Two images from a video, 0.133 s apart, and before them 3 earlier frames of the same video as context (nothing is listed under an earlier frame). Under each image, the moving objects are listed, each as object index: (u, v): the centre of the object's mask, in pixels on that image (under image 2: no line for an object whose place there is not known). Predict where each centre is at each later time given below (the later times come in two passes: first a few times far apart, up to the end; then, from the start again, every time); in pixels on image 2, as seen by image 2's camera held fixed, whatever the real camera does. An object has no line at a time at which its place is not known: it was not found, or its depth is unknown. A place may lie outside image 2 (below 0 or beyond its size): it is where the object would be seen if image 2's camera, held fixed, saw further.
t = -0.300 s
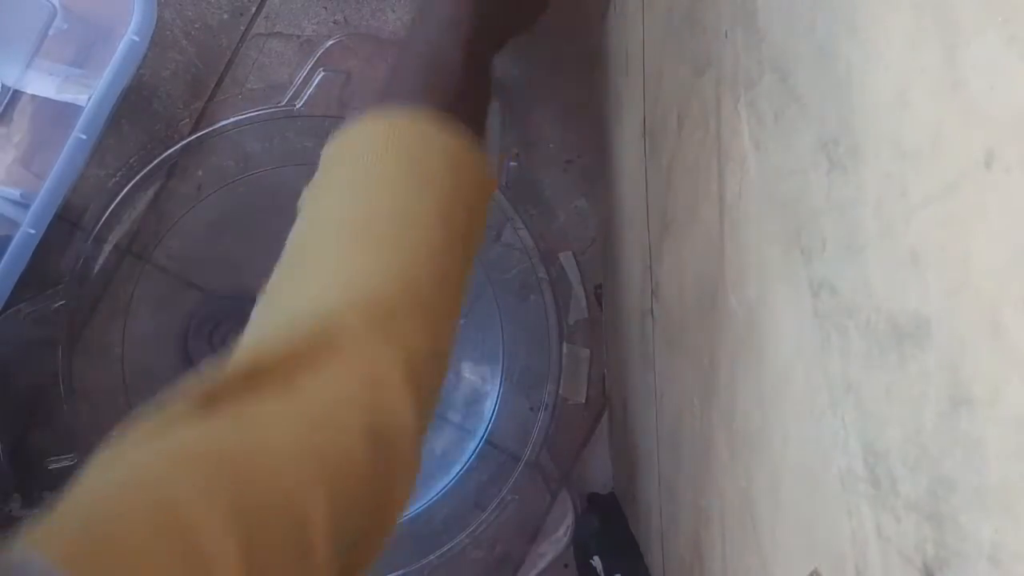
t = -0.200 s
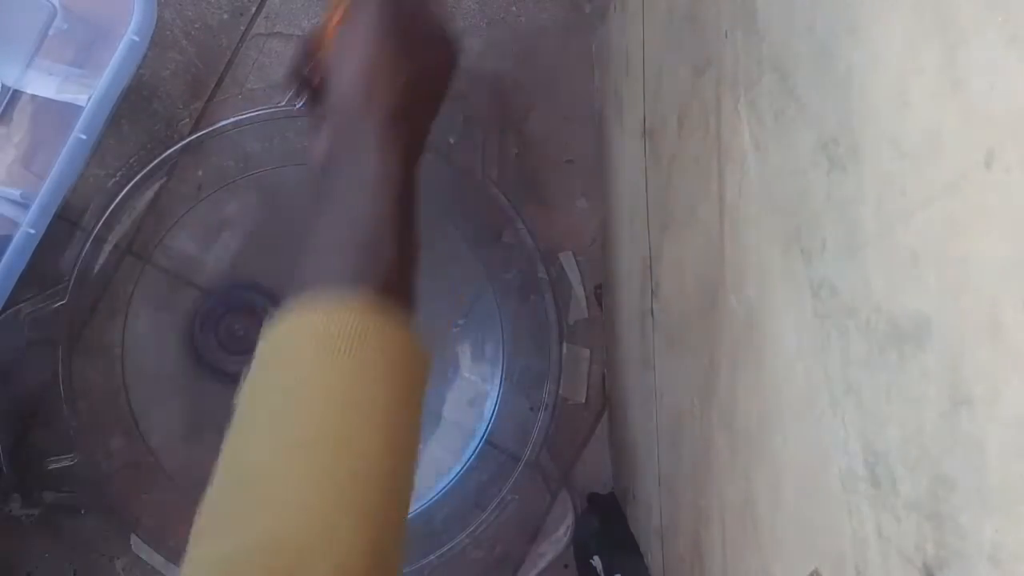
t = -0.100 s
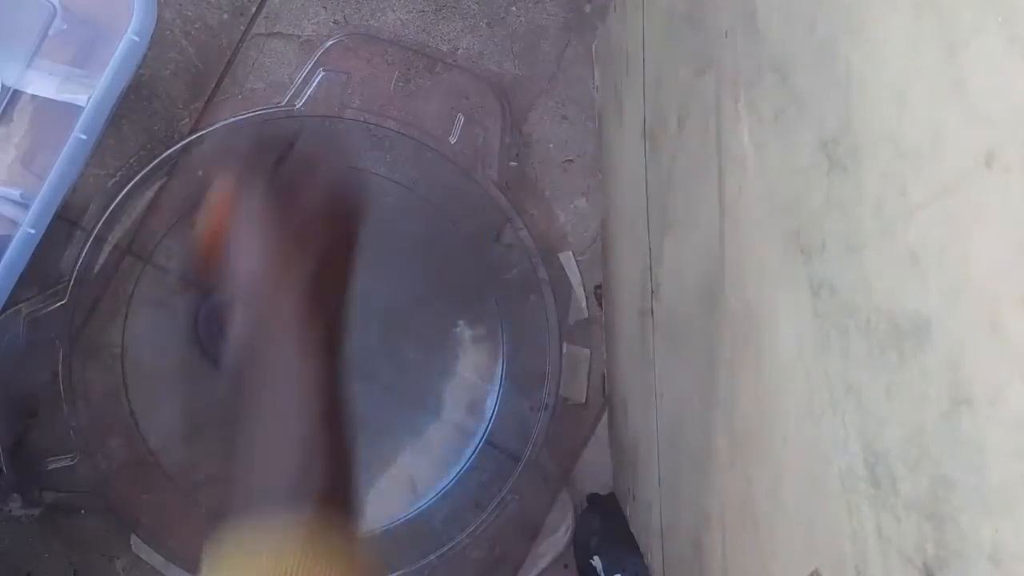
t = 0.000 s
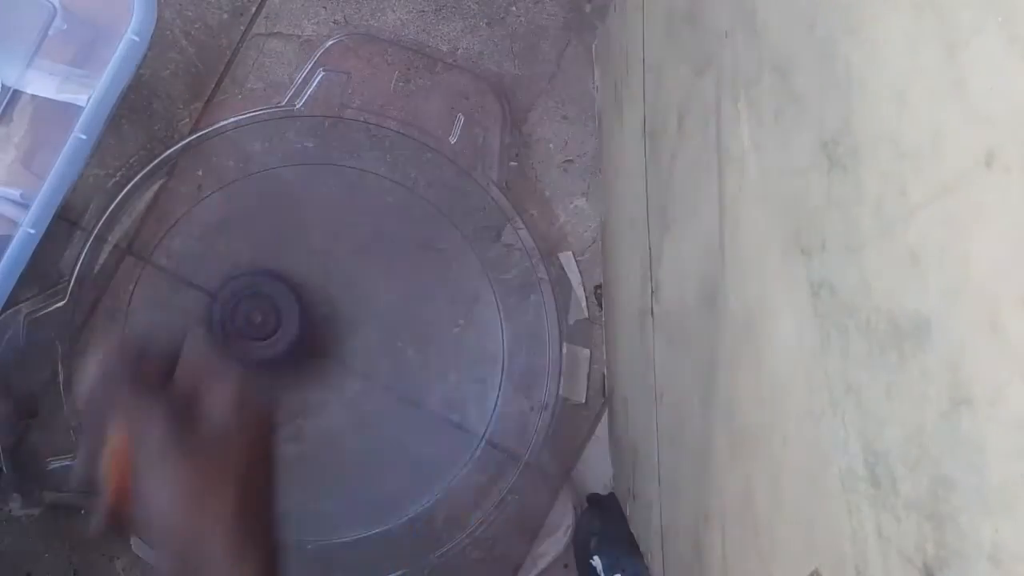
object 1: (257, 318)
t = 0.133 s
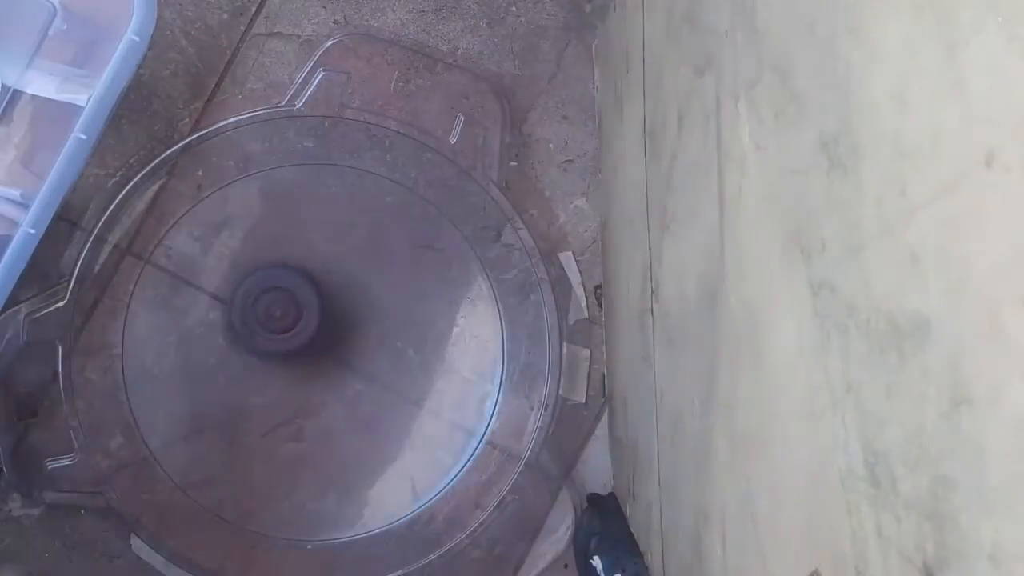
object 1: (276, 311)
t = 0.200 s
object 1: (291, 301)
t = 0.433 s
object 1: (312, 283)
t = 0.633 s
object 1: (326, 288)
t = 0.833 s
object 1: (348, 310)
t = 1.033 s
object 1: (362, 333)
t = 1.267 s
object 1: (361, 356)
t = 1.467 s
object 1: (349, 371)
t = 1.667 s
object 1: (336, 379)
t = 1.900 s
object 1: (314, 383)
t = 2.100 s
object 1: (294, 379)
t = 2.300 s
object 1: (280, 369)
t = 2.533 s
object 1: (271, 350)
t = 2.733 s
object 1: (276, 330)
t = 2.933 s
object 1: (285, 322)
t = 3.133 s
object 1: (309, 321)
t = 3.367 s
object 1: (334, 324)
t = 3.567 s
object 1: (342, 334)
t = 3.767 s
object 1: (331, 352)
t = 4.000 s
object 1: (317, 386)
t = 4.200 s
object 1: (303, 395)
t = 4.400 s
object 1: (298, 381)
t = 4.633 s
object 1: (293, 347)
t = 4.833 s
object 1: (285, 321)
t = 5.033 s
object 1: (296, 302)
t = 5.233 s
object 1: (307, 311)
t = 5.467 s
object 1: (326, 343)
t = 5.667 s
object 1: (333, 367)
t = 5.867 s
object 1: (321, 382)
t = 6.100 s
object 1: (307, 376)
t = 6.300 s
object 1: (295, 348)
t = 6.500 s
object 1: (297, 326)
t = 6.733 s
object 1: (310, 324)
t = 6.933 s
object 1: (321, 332)
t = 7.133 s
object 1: (322, 349)
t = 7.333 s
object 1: (309, 359)
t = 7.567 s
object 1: (295, 364)
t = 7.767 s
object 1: (292, 363)
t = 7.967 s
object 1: (302, 344)
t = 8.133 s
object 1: (315, 344)
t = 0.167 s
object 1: (283, 307)
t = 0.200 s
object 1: (291, 301)
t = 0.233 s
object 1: (296, 297)
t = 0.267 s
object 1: (300, 294)
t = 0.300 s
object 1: (303, 291)
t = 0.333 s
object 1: (308, 288)
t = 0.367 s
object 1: (310, 285)
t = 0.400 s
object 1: (311, 284)
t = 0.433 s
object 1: (312, 283)
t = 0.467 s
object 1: (315, 282)
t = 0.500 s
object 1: (317, 282)
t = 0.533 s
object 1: (320, 283)
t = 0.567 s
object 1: (321, 286)
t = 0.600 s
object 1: (323, 287)
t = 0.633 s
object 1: (326, 288)
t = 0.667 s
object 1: (331, 292)
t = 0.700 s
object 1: (335, 295)
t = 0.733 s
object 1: (339, 300)
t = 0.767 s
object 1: (342, 303)
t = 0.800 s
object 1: (345, 306)
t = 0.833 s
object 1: (348, 310)
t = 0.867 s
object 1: (352, 314)
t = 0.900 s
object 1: (356, 318)
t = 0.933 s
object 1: (358, 322)
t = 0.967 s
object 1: (360, 325)
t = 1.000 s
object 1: (361, 330)
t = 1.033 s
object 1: (362, 333)
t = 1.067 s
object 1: (362, 335)
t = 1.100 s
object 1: (364, 339)
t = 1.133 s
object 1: (364, 342)
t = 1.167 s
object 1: (364, 347)
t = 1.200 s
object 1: (363, 349)
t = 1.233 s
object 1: (362, 351)
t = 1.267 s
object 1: (361, 356)
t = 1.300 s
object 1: (359, 359)
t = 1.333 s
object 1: (358, 362)
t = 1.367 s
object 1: (355, 364)
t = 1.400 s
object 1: (352, 367)
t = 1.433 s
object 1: (350, 369)
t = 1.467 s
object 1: (349, 371)
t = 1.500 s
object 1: (346, 372)
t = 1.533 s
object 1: (344, 374)
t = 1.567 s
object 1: (343, 376)
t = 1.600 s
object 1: (340, 377)
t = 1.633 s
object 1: (338, 378)
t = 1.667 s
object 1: (336, 379)
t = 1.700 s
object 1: (332, 380)
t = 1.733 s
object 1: (331, 381)
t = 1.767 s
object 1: (327, 381)
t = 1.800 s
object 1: (324, 381)
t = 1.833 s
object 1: (320, 381)
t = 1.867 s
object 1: (317, 383)
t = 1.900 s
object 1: (314, 383)
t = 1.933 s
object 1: (309, 383)
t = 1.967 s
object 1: (307, 383)
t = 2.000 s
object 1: (303, 382)
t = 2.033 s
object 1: (300, 381)
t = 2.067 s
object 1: (298, 380)
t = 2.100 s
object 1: (294, 379)
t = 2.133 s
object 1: (291, 378)
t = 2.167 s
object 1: (289, 376)
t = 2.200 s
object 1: (285, 374)
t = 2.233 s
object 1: (283, 372)
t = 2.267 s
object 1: (281, 371)
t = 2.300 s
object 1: (280, 369)
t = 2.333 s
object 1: (279, 367)
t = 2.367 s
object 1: (278, 363)
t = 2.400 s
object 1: (276, 361)
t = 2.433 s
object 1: (275, 358)
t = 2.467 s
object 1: (272, 354)
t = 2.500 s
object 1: (271, 352)
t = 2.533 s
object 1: (271, 350)
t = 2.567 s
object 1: (272, 348)
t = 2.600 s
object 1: (273, 342)
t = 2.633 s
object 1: (276, 338)
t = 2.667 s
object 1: (276, 334)
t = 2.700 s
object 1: (277, 331)
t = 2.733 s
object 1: (276, 330)
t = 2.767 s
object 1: (279, 330)
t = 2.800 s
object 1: (280, 328)
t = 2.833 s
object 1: (283, 325)
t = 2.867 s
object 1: (283, 322)
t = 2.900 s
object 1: (286, 321)
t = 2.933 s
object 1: (285, 322)
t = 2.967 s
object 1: (289, 322)
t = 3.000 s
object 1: (294, 320)
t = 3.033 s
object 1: (299, 318)
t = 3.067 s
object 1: (302, 318)
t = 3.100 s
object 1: (304, 320)
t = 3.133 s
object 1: (309, 321)
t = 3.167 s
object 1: (314, 320)
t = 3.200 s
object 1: (319, 319)
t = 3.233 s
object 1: (320, 319)
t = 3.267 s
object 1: (324, 321)
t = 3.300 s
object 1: (332, 322)
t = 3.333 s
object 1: (336, 322)
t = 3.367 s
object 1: (334, 324)
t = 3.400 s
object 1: (336, 326)
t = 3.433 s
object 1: (339, 328)
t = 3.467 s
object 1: (341, 328)
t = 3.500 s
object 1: (338, 329)
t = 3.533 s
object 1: (339, 332)
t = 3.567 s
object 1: (342, 334)
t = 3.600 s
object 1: (341, 335)
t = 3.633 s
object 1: (338, 337)
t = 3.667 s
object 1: (340, 342)
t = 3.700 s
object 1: (338, 343)
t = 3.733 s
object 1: (335, 347)
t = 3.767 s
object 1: (331, 352)
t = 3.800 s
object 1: (332, 355)
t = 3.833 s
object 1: (328, 358)
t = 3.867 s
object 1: (324, 365)
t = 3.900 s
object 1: (324, 371)
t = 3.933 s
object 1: (324, 373)
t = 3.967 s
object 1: (316, 379)
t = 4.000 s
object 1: (317, 386)
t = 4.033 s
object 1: (315, 386)
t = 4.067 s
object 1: (309, 391)
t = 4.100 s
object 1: (309, 395)
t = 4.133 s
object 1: (308, 393)
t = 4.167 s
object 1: (300, 396)
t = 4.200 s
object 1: (303, 395)
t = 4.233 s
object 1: (301, 391)
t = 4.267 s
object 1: (296, 393)
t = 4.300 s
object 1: (300, 389)
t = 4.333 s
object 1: (296, 384)
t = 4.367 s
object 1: (297, 387)
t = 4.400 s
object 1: (298, 381)
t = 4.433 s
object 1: (293, 379)
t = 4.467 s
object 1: (297, 375)
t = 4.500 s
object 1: (296, 369)
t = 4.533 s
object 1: (295, 369)
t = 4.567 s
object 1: (294, 358)
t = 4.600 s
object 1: (289, 354)
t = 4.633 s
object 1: (293, 347)
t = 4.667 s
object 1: (287, 342)
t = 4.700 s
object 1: (288, 338)
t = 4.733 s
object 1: (289, 330)
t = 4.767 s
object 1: (285, 329)
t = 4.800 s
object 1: (288, 320)
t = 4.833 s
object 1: (285, 321)
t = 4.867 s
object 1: (292, 314)
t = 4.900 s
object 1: (287, 313)
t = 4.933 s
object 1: (293, 309)
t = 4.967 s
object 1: (289, 306)
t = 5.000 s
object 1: (295, 305)
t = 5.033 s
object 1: (296, 302)
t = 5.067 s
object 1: (299, 305)
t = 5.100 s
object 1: (299, 303)
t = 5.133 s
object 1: (303, 307)
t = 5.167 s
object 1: (303, 306)
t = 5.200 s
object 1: (305, 312)
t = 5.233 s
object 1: (307, 311)
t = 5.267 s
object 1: (311, 317)
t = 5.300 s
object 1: (310, 317)
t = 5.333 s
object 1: (315, 325)
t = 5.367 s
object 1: (314, 325)
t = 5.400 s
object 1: (319, 333)
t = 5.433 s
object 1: (319, 334)
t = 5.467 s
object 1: (326, 343)
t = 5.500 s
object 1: (324, 346)
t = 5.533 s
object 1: (331, 352)
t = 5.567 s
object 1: (326, 357)
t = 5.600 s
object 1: (333, 361)
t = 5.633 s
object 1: (329, 367)
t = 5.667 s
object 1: (333, 367)
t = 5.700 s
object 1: (330, 376)
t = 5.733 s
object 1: (331, 372)
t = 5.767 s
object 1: (331, 378)
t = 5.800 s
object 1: (326, 376)
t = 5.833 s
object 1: (331, 381)
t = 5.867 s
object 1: (321, 382)
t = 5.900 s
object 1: (325, 379)
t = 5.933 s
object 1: (319, 383)
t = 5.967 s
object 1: (317, 378)
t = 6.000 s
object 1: (317, 381)
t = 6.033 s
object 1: (308, 376)
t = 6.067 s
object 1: (312, 372)
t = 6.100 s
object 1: (307, 376)
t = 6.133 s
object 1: (305, 366)
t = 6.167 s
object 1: (306, 368)
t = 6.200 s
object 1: (297, 363)
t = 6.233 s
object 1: (303, 355)
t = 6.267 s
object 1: (301, 359)
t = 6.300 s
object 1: (295, 348)
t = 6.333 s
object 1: (302, 345)
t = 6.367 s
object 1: (294, 345)
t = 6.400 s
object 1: (295, 335)
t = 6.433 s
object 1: (299, 335)
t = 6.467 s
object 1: (293, 334)
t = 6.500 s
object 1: (297, 326)
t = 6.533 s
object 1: (301, 329)
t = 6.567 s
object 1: (296, 325)
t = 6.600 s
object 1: (302, 320)
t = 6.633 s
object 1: (303, 323)
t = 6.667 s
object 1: (300, 322)
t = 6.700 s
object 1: (308, 317)
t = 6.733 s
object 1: (310, 324)
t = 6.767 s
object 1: (307, 322)
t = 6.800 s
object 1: (314, 320)
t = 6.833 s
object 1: (316, 326)
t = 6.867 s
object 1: (312, 327)
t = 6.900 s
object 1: (319, 324)
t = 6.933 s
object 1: (321, 332)
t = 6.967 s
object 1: (316, 336)
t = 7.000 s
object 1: (318, 332)
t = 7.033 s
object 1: (323, 340)
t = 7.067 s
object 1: (317, 346)
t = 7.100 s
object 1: (316, 344)
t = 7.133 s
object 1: (322, 349)
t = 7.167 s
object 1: (316, 356)
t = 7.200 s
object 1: (311, 354)
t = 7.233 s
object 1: (318, 355)
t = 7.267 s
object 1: (316, 365)
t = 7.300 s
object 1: (305, 363)
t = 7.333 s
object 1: (309, 359)
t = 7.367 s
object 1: (313, 367)
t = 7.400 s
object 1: (302, 370)
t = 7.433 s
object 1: (299, 364)
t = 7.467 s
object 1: (304, 366)
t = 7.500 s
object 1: (302, 373)
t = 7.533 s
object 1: (293, 370)
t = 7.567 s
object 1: (295, 364)
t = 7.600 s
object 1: (296, 367)
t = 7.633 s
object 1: (293, 371)
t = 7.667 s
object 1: (289, 364)
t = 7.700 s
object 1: (295, 359)
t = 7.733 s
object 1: (299, 363)
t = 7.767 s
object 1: (292, 363)
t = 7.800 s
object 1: (290, 356)
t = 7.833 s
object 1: (297, 351)
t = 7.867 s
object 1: (300, 355)
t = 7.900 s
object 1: (294, 354)
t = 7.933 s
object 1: (294, 347)
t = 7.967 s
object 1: (302, 344)
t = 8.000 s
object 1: (306, 348)
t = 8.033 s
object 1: (301, 347)
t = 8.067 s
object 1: (303, 340)
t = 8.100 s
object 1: (312, 338)
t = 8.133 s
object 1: (315, 344)
